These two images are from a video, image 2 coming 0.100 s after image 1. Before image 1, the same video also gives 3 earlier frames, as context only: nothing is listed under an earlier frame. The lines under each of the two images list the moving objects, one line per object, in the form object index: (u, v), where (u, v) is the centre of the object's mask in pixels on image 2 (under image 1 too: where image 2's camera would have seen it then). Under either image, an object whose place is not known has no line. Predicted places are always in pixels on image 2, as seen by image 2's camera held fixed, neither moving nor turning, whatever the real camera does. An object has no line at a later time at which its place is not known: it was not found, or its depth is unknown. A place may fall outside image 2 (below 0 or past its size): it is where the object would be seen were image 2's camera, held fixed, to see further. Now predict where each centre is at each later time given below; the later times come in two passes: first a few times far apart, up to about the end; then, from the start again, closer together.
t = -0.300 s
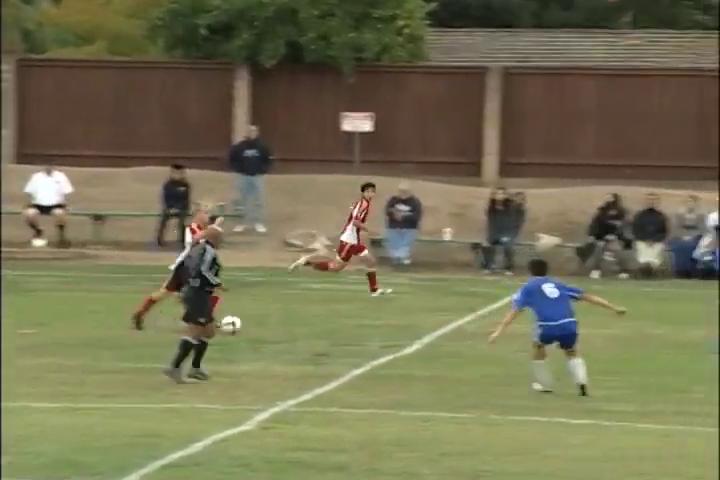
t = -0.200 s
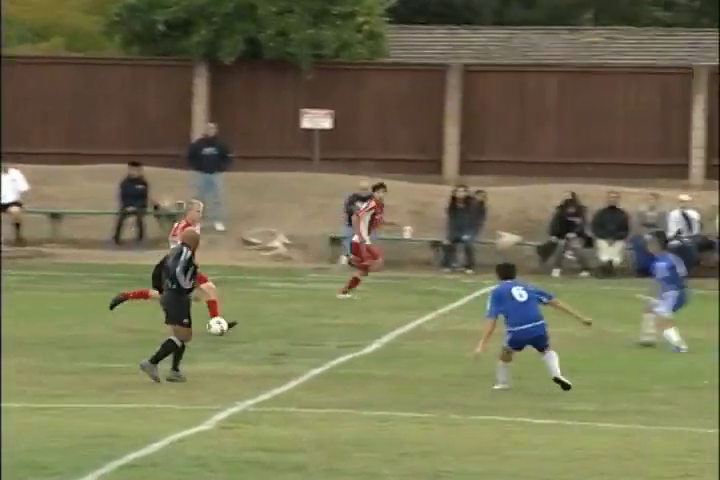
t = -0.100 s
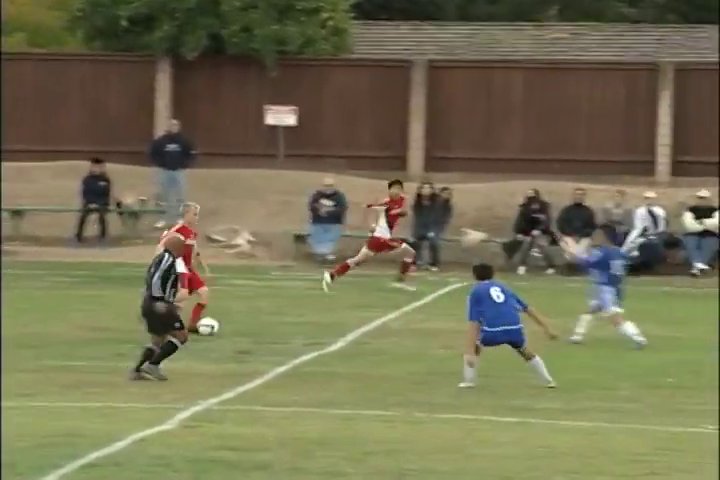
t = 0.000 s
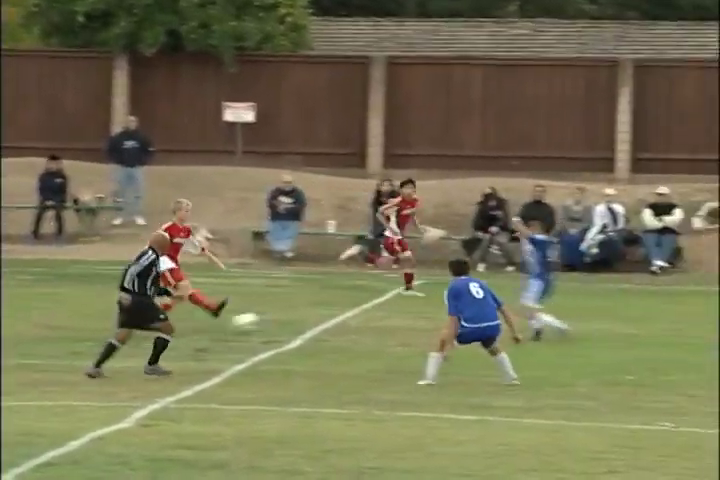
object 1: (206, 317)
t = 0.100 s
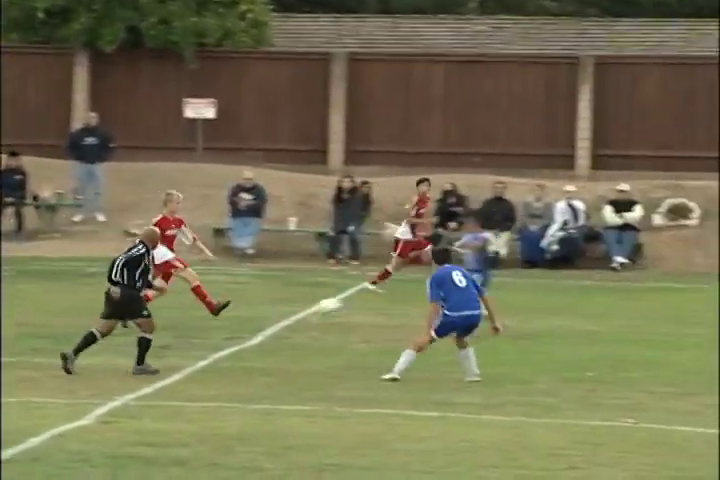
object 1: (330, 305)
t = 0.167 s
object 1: (406, 304)
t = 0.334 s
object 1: (590, 321)
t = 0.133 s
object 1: (368, 304)
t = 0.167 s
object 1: (406, 304)
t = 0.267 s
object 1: (516, 311)
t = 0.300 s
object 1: (555, 315)
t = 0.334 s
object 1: (590, 321)
